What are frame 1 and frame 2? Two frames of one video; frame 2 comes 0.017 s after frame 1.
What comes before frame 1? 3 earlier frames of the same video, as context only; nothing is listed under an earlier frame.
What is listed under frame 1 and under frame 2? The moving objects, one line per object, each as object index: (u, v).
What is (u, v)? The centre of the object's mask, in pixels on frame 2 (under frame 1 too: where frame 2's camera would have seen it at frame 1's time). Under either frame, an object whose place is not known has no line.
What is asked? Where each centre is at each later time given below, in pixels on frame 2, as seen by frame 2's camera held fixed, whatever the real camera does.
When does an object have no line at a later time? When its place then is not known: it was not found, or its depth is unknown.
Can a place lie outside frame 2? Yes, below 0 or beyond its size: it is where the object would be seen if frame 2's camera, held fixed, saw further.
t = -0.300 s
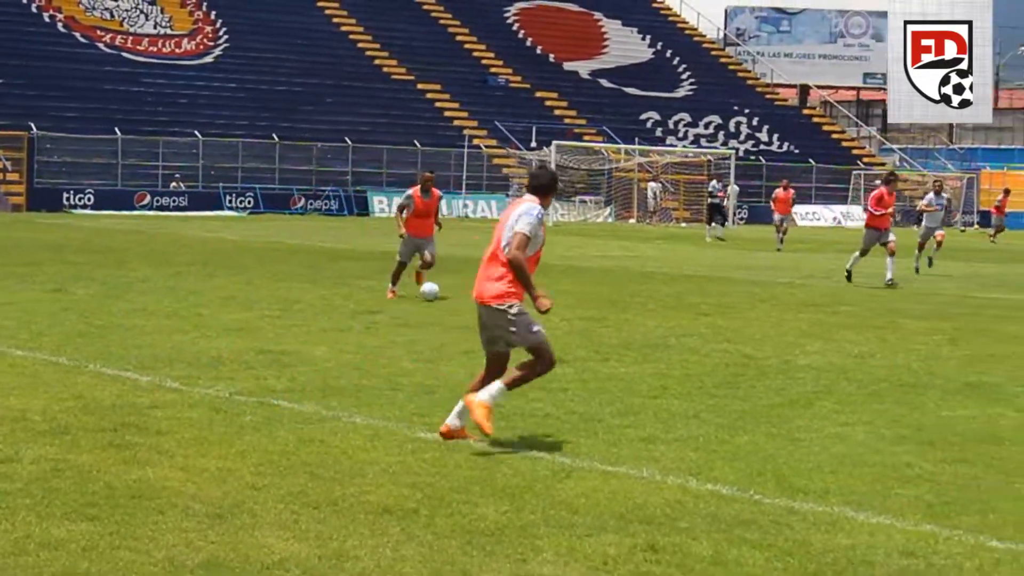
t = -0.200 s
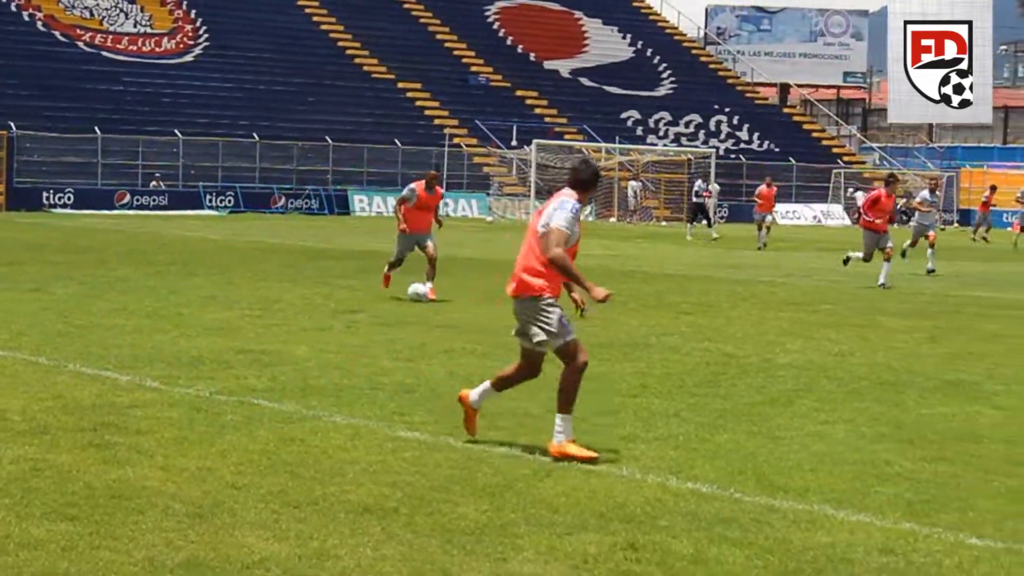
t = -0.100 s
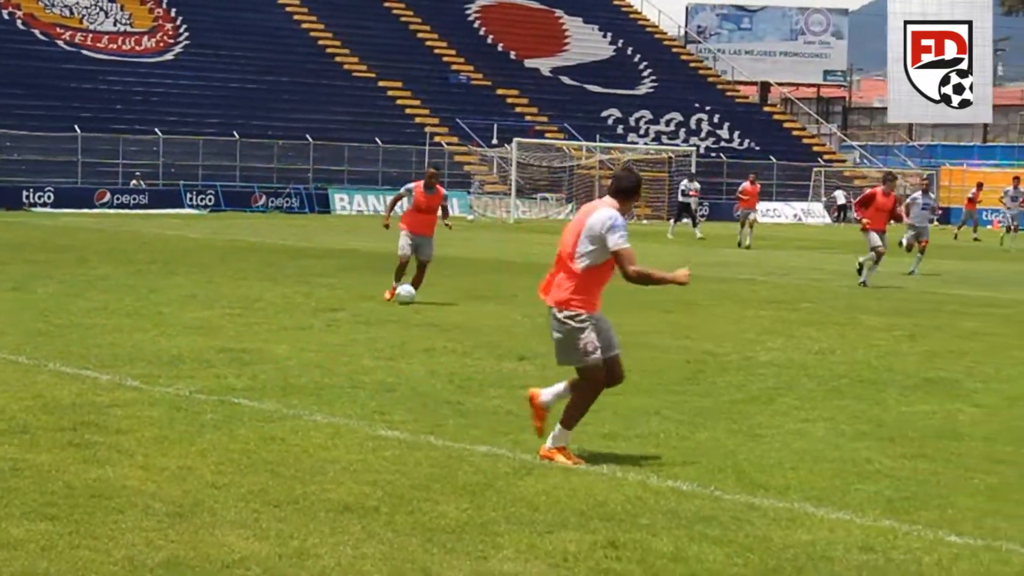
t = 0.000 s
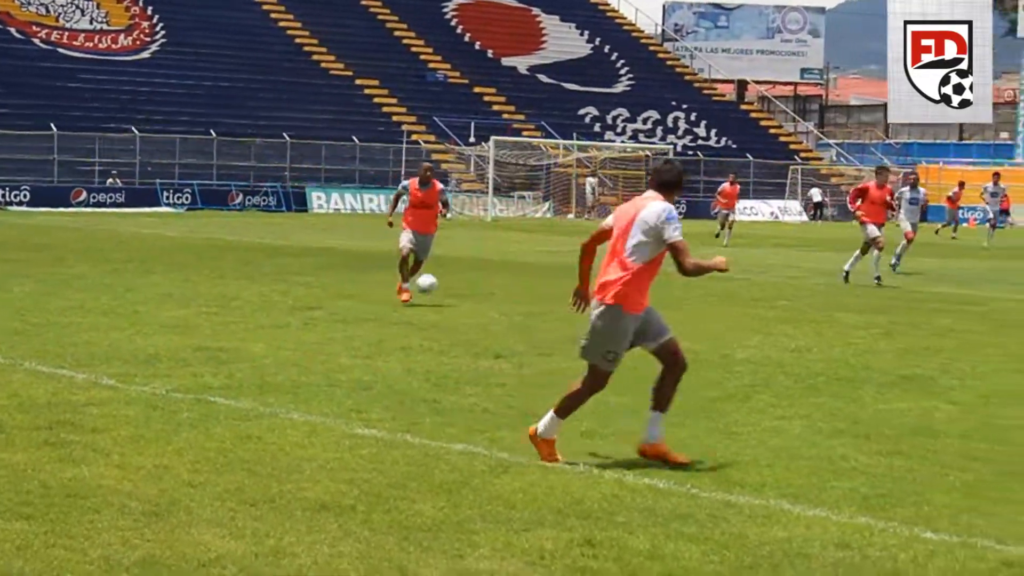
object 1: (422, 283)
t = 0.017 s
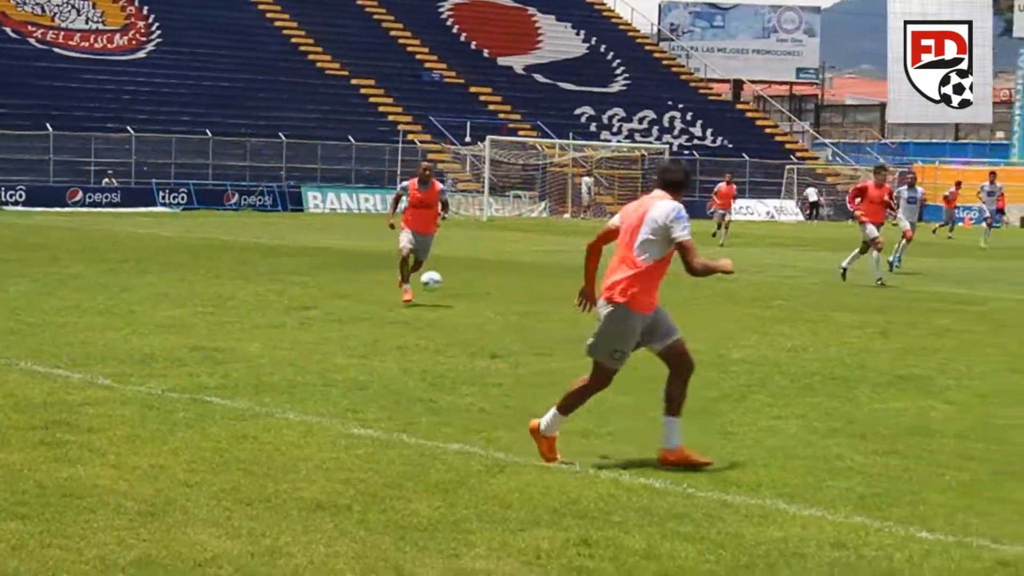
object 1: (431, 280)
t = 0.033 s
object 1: (439, 277)
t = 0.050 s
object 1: (446, 275)
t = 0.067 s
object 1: (453, 274)
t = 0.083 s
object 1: (463, 273)
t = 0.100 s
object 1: (471, 272)
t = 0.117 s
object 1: (480, 269)
